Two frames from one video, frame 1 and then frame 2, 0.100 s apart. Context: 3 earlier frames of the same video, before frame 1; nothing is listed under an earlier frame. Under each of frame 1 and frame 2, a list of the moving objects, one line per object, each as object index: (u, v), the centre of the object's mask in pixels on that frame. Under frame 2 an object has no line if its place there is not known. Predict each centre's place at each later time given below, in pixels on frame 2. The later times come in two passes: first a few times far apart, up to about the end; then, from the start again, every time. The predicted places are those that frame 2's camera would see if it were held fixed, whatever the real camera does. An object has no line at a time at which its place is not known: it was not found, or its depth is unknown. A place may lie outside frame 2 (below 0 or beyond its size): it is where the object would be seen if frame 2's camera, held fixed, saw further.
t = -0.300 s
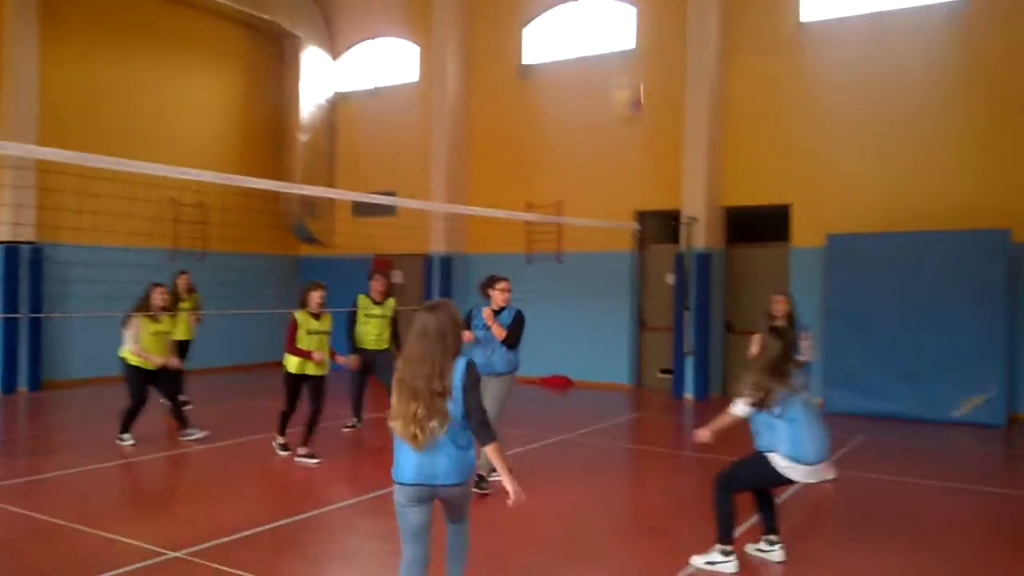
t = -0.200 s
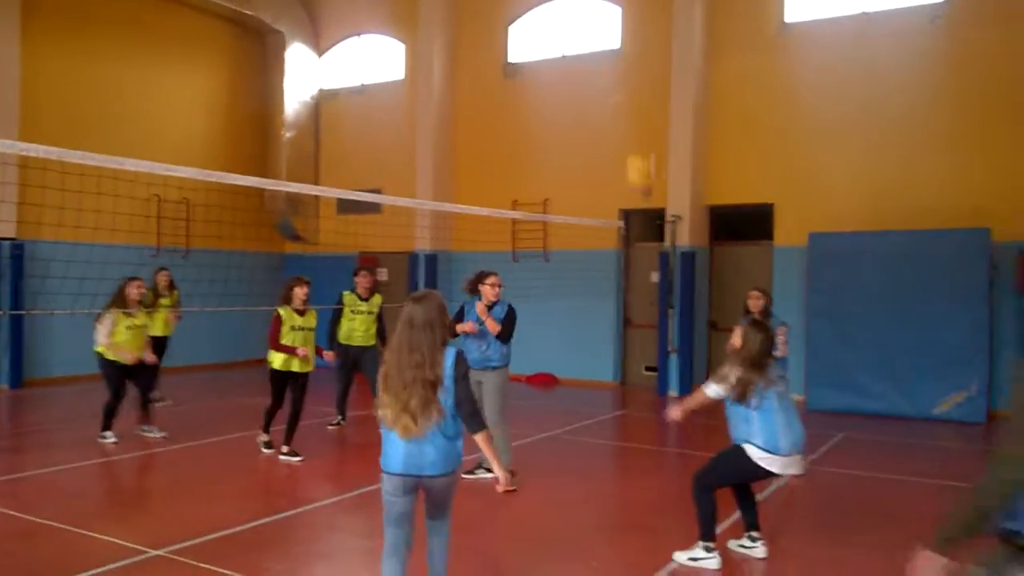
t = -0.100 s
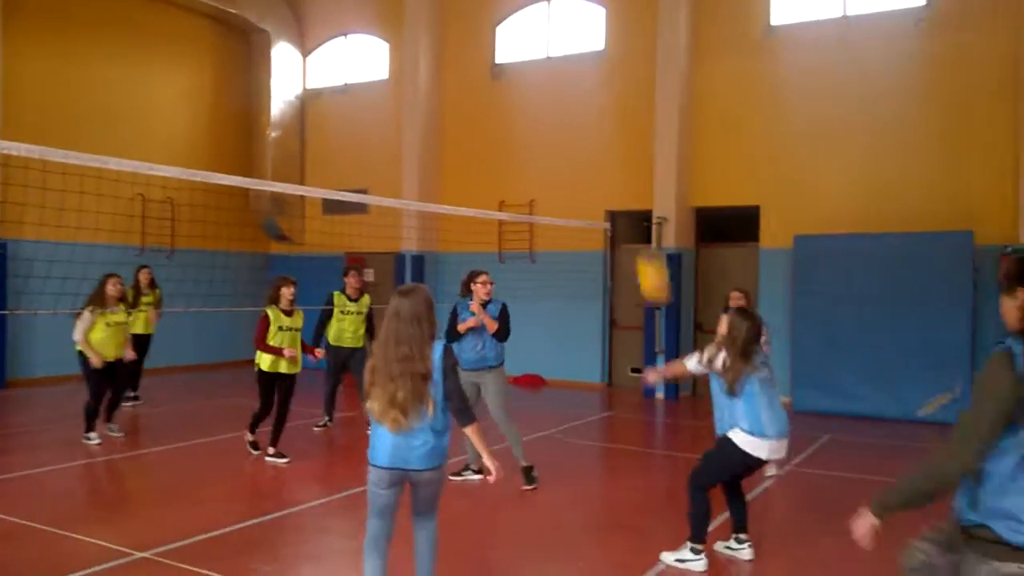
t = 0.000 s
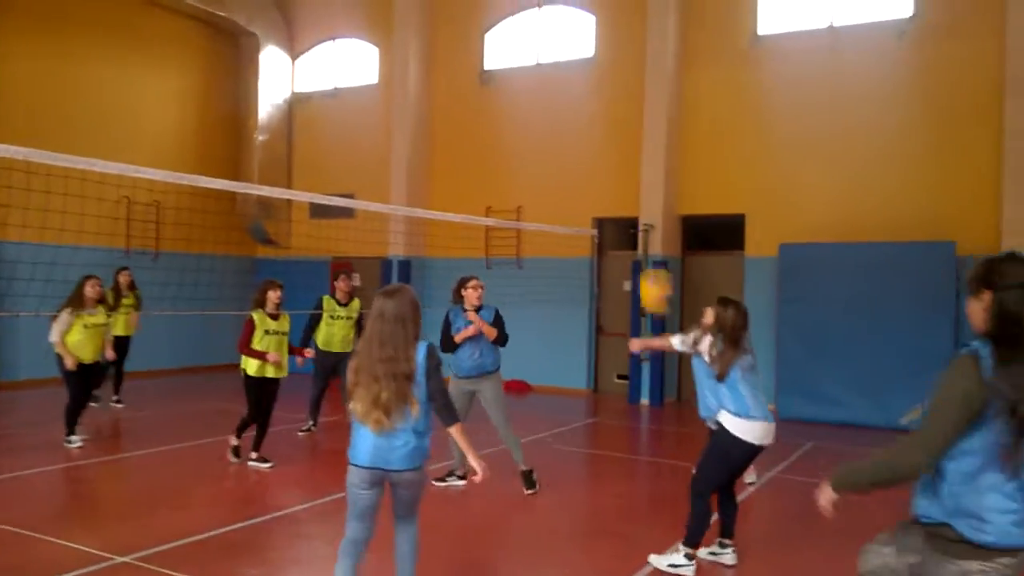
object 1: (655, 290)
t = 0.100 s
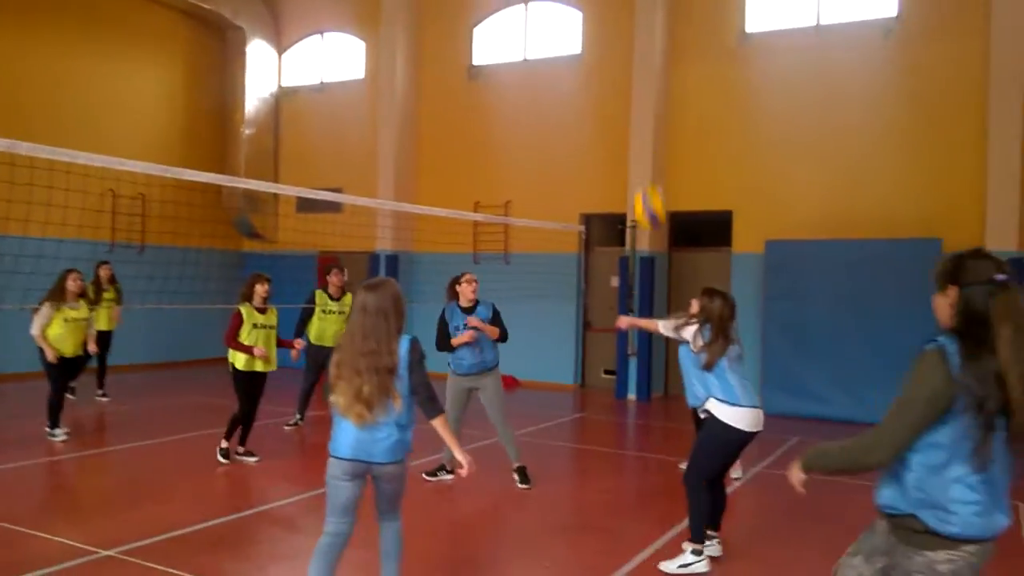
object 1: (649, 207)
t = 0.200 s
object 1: (655, 141)
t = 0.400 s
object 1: (667, 56)
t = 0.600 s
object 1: (675, 32)
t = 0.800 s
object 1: (678, 75)
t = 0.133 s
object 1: (651, 182)
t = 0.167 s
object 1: (654, 161)
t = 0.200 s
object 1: (655, 141)
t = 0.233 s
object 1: (657, 124)
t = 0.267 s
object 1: (658, 107)
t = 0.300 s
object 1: (660, 93)
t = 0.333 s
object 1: (662, 78)
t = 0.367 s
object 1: (665, 66)
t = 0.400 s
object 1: (667, 56)
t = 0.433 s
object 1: (667, 48)
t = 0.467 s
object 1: (668, 42)
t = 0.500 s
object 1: (669, 37)
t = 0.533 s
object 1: (670, 34)
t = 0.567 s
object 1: (673, 31)
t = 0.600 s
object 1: (675, 32)
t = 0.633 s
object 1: (674, 35)
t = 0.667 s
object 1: (675, 40)
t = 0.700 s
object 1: (676, 47)
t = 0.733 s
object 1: (677, 55)
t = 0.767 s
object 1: (678, 65)
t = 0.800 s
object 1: (678, 75)
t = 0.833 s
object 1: (678, 89)
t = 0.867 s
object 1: (679, 104)
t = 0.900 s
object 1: (680, 121)
